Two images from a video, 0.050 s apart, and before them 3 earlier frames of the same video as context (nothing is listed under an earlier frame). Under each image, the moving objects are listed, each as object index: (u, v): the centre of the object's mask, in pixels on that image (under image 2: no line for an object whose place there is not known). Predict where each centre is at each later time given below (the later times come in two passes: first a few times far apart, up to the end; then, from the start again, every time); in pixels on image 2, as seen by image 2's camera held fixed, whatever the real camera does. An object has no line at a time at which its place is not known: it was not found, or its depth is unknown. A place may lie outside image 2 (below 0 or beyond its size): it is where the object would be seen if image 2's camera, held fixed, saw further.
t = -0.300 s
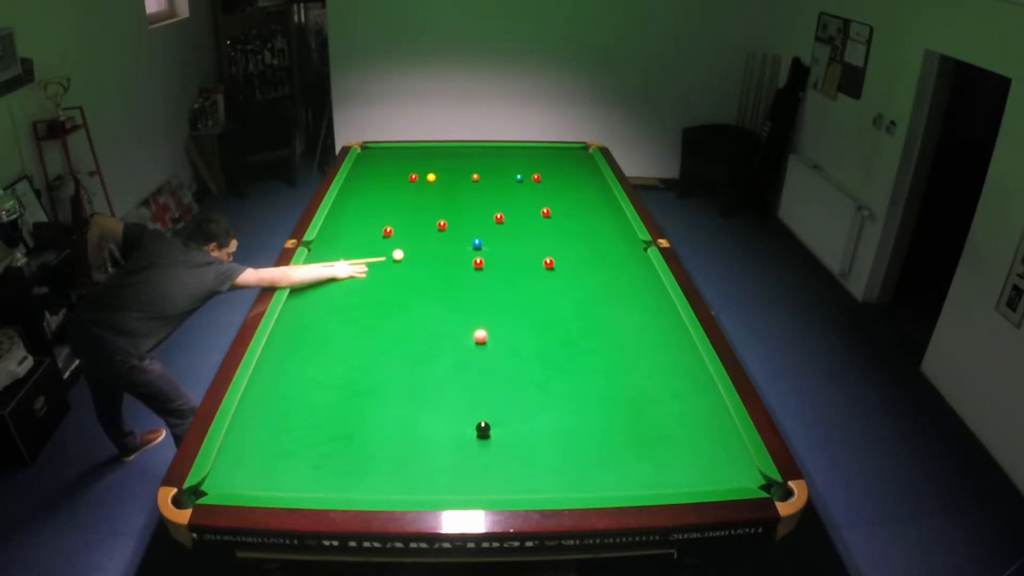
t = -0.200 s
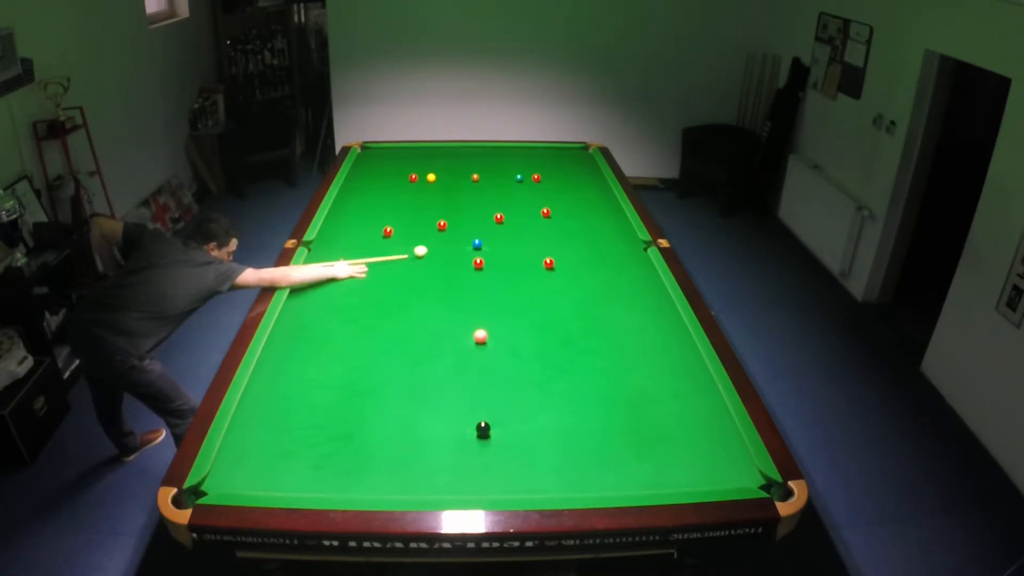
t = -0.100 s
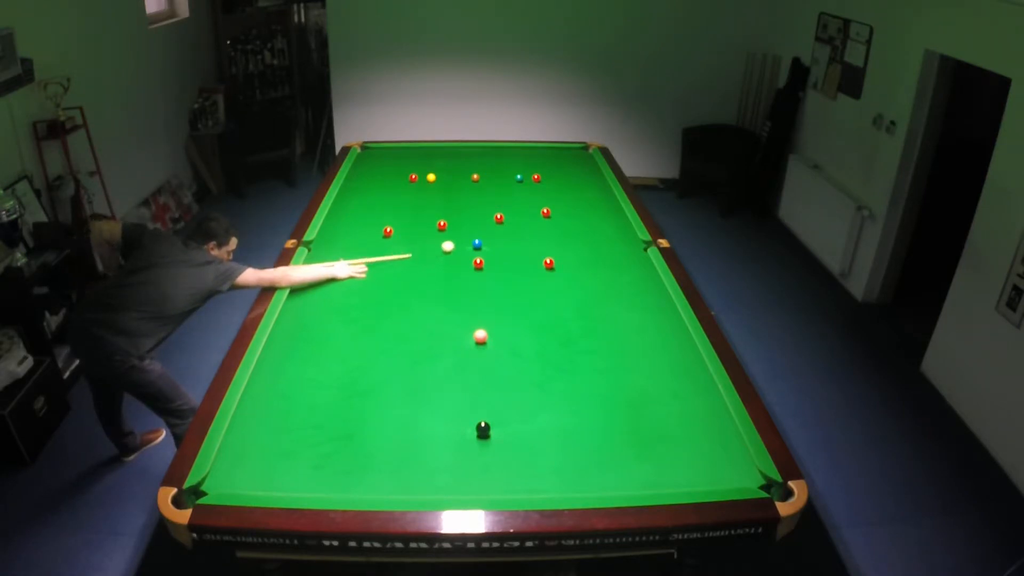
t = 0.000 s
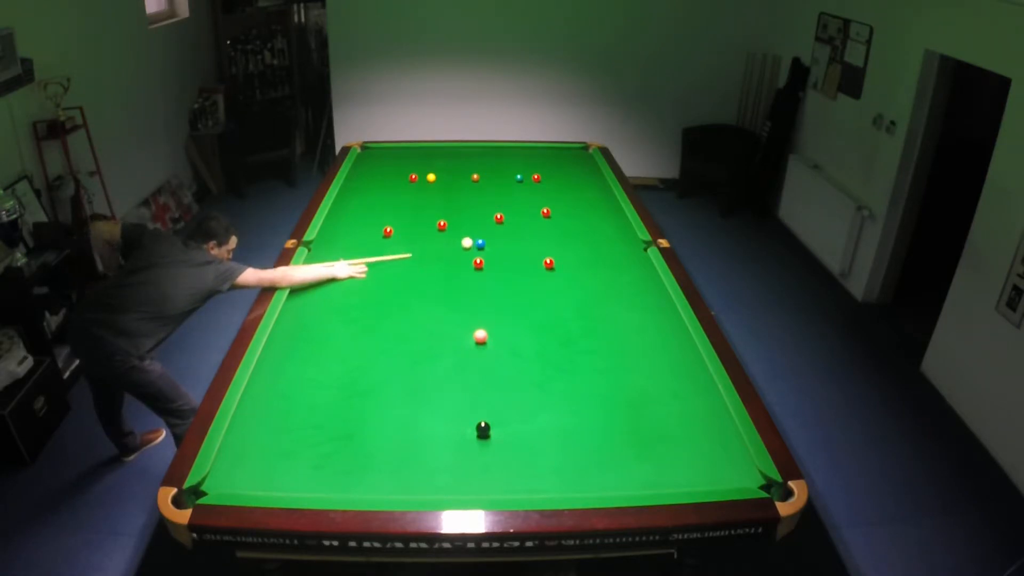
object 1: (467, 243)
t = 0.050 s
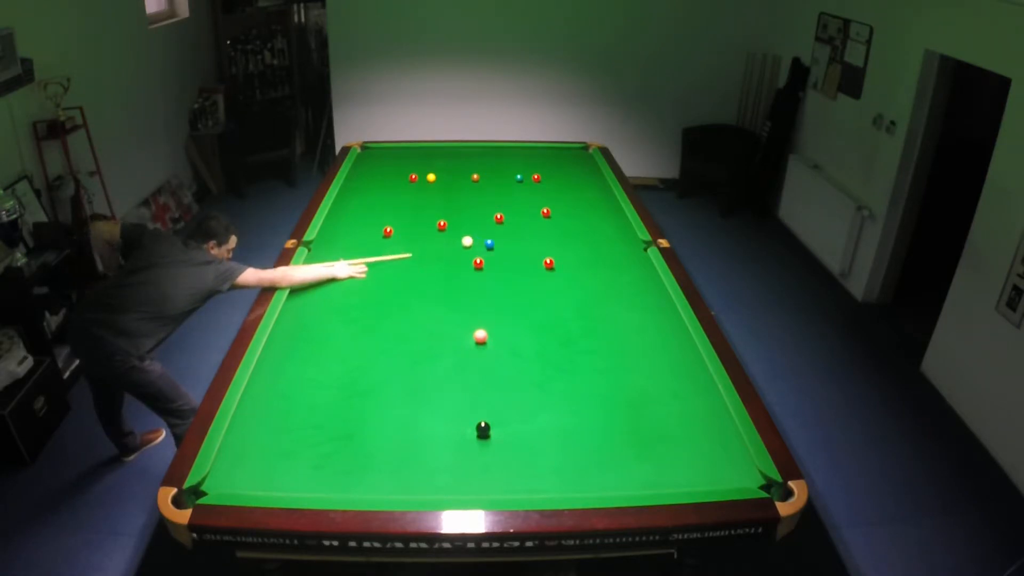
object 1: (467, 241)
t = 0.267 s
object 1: (467, 236)
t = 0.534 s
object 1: (467, 231)
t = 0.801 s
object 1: (468, 226)
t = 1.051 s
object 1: (468, 223)
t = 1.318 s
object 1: (469, 219)
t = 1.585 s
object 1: (469, 216)
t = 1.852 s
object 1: (470, 213)
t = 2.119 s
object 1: (471, 211)
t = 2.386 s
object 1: (471, 210)
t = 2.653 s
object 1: (471, 209)
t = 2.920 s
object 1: (472, 208)
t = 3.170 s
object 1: (471, 208)
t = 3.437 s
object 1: (471, 208)
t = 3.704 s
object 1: (471, 208)
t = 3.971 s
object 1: (471, 208)
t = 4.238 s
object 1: (471, 208)
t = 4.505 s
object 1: (471, 208)
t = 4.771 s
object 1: (471, 208)
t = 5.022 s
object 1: (471, 208)
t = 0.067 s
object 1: (467, 241)
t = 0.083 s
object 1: (467, 241)
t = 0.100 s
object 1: (467, 240)
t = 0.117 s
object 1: (467, 240)
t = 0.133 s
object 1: (467, 239)
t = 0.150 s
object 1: (467, 239)
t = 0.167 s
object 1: (467, 239)
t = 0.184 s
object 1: (467, 238)
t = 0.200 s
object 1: (467, 238)
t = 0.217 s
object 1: (467, 237)
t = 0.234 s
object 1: (467, 237)
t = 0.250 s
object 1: (467, 237)
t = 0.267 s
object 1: (467, 236)
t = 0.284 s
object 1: (467, 236)
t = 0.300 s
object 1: (467, 236)
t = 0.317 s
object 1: (467, 235)
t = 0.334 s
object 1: (467, 235)
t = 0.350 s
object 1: (467, 235)
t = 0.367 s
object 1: (467, 234)
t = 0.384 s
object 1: (467, 234)
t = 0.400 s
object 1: (467, 234)
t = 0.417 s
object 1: (467, 233)
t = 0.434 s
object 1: (467, 233)
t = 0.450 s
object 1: (467, 233)
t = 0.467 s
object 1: (467, 232)
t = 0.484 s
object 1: (467, 232)
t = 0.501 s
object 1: (467, 232)
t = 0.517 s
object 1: (467, 231)
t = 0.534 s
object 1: (467, 231)
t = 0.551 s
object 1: (467, 231)
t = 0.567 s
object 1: (467, 231)
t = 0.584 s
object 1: (467, 230)
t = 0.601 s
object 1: (467, 230)
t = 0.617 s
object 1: (467, 230)
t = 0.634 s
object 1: (467, 229)
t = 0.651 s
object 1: (467, 229)
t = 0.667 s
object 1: (467, 229)
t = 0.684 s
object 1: (467, 228)
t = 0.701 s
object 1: (468, 228)
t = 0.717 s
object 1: (468, 228)
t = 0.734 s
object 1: (468, 228)
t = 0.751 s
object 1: (468, 227)
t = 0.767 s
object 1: (468, 227)
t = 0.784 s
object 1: (468, 227)
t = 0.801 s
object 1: (468, 226)
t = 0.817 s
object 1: (468, 226)
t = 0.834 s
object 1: (468, 226)
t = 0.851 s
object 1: (468, 226)
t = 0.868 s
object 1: (468, 225)
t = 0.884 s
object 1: (468, 225)
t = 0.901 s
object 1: (468, 225)
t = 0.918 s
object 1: (468, 224)
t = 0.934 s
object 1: (468, 224)
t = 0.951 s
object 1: (468, 224)
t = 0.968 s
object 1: (468, 224)
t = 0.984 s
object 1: (468, 223)
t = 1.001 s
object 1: (468, 223)
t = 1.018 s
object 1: (468, 223)
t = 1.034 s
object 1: (468, 223)
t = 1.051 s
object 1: (468, 223)
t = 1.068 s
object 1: (468, 222)
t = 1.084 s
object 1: (468, 222)
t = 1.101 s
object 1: (468, 222)
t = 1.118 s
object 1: (468, 221)
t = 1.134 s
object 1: (468, 221)
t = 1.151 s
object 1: (468, 221)
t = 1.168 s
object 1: (468, 221)
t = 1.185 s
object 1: (468, 221)
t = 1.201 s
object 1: (468, 220)
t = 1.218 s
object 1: (469, 220)
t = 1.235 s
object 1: (469, 220)
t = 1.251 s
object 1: (469, 220)
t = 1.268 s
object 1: (469, 220)
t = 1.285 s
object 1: (469, 219)
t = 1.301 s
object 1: (469, 219)
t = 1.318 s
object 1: (469, 219)
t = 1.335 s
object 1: (469, 219)
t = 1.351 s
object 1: (469, 218)
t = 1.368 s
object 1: (469, 218)
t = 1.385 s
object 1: (469, 218)
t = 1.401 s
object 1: (469, 218)
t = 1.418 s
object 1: (469, 218)
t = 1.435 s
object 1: (469, 217)
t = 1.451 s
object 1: (469, 217)
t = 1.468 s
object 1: (469, 217)
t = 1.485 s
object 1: (469, 217)
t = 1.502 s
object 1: (469, 217)
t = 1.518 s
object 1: (469, 217)
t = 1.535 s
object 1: (469, 216)
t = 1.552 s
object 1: (469, 216)
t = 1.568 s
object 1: (469, 216)
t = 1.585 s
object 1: (469, 216)
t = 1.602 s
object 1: (469, 216)
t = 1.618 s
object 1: (469, 215)
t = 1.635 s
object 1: (469, 215)
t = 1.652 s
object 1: (470, 215)
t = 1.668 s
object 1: (470, 215)
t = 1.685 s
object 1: (470, 215)
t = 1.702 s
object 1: (470, 215)
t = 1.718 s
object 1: (470, 215)
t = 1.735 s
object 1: (470, 214)
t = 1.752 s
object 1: (470, 214)
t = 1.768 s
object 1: (470, 214)
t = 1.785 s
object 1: (470, 214)
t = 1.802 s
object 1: (470, 214)
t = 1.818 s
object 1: (470, 214)
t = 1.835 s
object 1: (470, 213)
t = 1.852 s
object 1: (470, 213)
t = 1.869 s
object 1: (470, 213)
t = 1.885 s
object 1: (470, 213)
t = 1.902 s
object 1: (470, 213)
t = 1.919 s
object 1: (470, 213)
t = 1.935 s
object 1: (470, 213)
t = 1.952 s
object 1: (470, 213)
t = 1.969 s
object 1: (470, 212)
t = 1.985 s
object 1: (470, 212)
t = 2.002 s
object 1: (470, 212)
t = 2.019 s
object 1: (470, 212)
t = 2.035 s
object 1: (470, 212)
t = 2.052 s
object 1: (470, 212)
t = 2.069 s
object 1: (470, 212)
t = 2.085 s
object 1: (471, 211)
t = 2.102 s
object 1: (471, 211)
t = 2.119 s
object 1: (471, 211)
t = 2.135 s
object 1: (471, 211)
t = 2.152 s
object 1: (471, 211)
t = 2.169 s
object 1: (471, 211)
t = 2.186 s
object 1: (471, 211)
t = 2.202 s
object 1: (471, 211)
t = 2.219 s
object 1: (471, 211)
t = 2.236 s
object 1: (471, 210)
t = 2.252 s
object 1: (471, 210)
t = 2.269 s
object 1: (471, 210)
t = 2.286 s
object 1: (471, 210)
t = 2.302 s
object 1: (471, 210)
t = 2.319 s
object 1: (471, 210)
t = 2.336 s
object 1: (471, 210)
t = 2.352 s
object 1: (471, 210)
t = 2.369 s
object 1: (471, 210)
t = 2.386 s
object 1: (471, 210)
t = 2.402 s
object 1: (471, 210)
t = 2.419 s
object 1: (471, 210)
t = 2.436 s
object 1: (471, 209)
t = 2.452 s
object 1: (471, 209)
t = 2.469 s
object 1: (471, 209)
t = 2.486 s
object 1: (471, 209)
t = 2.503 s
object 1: (471, 209)
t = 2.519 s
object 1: (471, 209)
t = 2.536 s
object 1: (471, 209)
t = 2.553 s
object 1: (471, 209)
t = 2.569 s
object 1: (471, 209)
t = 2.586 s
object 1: (471, 209)
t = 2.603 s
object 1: (471, 209)
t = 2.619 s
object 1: (471, 209)
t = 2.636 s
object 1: (471, 209)
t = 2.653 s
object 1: (471, 209)
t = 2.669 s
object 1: (471, 208)
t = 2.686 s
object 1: (471, 208)
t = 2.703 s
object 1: (471, 208)
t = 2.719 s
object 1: (471, 208)
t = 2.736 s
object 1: (471, 208)
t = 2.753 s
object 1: (471, 208)
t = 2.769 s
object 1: (471, 208)
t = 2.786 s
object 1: (471, 208)
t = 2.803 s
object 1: (471, 208)
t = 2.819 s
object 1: (471, 208)
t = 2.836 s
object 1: (471, 208)
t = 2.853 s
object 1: (471, 208)
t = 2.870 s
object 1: (472, 208)
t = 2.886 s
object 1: (471, 208)
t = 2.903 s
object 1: (472, 208)
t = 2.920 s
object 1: (472, 208)
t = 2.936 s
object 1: (472, 208)
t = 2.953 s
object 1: (472, 208)
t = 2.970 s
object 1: (472, 208)
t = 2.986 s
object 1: (472, 208)
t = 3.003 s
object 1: (472, 208)
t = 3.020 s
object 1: (472, 208)
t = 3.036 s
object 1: (471, 208)
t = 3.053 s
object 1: (471, 208)
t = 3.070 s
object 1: (471, 208)
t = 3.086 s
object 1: (471, 208)
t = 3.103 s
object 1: (471, 208)
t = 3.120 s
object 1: (471, 208)
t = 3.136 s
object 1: (471, 208)
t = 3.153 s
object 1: (471, 208)
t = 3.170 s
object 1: (471, 208)
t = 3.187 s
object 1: (471, 208)
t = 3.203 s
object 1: (471, 208)
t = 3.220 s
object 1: (471, 208)
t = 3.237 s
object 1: (471, 208)
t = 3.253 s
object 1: (471, 208)
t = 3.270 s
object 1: (471, 208)
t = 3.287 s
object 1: (471, 208)
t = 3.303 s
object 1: (471, 208)
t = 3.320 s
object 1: (471, 208)
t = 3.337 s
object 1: (471, 208)
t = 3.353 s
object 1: (471, 208)
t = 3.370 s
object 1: (471, 208)
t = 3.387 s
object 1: (471, 208)
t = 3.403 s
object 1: (471, 208)
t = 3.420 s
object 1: (471, 208)
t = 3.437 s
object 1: (471, 208)
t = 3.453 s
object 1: (471, 208)
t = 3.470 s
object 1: (471, 208)
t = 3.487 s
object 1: (471, 208)
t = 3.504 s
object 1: (471, 208)
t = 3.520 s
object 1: (471, 208)
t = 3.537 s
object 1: (471, 208)
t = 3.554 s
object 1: (471, 208)
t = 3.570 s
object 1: (471, 208)
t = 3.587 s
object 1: (471, 208)
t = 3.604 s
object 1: (471, 208)
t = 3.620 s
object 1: (471, 208)
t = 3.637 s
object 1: (471, 208)
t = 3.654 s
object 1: (471, 208)
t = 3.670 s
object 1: (471, 208)
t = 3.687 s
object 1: (471, 208)
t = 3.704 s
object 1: (471, 208)
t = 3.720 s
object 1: (471, 208)
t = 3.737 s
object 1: (471, 208)
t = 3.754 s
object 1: (471, 208)
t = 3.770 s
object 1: (471, 208)
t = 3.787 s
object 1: (471, 208)
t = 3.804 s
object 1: (471, 208)
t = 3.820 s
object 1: (471, 208)
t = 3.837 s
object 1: (471, 208)
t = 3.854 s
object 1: (471, 208)
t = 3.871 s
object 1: (471, 208)
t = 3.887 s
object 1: (471, 208)
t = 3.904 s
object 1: (471, 208)
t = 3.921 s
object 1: (471, 208)
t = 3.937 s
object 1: (471, 208)
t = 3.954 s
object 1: (471, 208)
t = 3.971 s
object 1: (471, 208)
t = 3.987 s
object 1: (471, 208)
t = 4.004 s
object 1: (471, 208)
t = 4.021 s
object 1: (471, 208)
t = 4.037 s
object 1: (471, 208)
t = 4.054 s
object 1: (471, 208)
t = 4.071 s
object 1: (471, 208)
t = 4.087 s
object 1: (471, 208)
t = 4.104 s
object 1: (471, 208)
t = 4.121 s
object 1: (471, 208)
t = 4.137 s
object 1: (471, 208)
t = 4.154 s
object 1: (471, 208)
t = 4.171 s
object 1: (471, 208)
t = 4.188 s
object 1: (471, 208)
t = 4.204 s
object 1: (471, 208)
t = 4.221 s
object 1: (471, 208)
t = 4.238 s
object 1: (471, 208)
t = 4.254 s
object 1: (471, 208)
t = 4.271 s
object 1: (471, 208)
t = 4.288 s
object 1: (471, 208)
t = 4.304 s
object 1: (471, 208)
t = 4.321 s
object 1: (471, 208)
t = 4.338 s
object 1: (471, 208)
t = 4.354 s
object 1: (471, 208)
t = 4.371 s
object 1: (471, 208)
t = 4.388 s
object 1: (471, 208)
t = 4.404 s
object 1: (471, 208)
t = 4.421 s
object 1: (471, 208)
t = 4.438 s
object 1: (471, 208)
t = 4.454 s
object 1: (471, 208)
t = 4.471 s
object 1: (471, 208)
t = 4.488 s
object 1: (471, 208)
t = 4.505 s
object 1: (471, 208)
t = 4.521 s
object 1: (471, 208)
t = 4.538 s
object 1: (471, 208)
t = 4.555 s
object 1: (471, 208)
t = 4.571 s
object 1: (471, 208)
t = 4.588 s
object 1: (471, 208)
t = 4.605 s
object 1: (471, 208)
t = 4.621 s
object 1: (471, 208)
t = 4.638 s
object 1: (471, 208)
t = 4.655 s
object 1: (471, 208)
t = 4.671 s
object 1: (471, 208)
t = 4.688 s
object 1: (471, 208)
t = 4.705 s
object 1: (471, 208)
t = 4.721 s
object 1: (471, 208)
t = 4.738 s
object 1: (471, 208)
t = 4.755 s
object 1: (471, 208)
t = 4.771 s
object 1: (471, 208)
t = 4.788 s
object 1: (471, 208)
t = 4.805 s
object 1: (471, 208)
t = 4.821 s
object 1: (471, 208)
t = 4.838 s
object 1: (471, 208)
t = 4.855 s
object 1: (471, 208)
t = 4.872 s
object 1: (471, 208)
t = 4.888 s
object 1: (471, 208)
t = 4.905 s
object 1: (471, 208)
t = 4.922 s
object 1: (471, 208)
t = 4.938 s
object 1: (471, 208)
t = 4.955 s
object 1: (471, 208)
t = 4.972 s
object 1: (471, 208)
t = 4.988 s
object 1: (471, 208)
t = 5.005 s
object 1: (471, 208)
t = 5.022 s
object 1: (471, 208)
